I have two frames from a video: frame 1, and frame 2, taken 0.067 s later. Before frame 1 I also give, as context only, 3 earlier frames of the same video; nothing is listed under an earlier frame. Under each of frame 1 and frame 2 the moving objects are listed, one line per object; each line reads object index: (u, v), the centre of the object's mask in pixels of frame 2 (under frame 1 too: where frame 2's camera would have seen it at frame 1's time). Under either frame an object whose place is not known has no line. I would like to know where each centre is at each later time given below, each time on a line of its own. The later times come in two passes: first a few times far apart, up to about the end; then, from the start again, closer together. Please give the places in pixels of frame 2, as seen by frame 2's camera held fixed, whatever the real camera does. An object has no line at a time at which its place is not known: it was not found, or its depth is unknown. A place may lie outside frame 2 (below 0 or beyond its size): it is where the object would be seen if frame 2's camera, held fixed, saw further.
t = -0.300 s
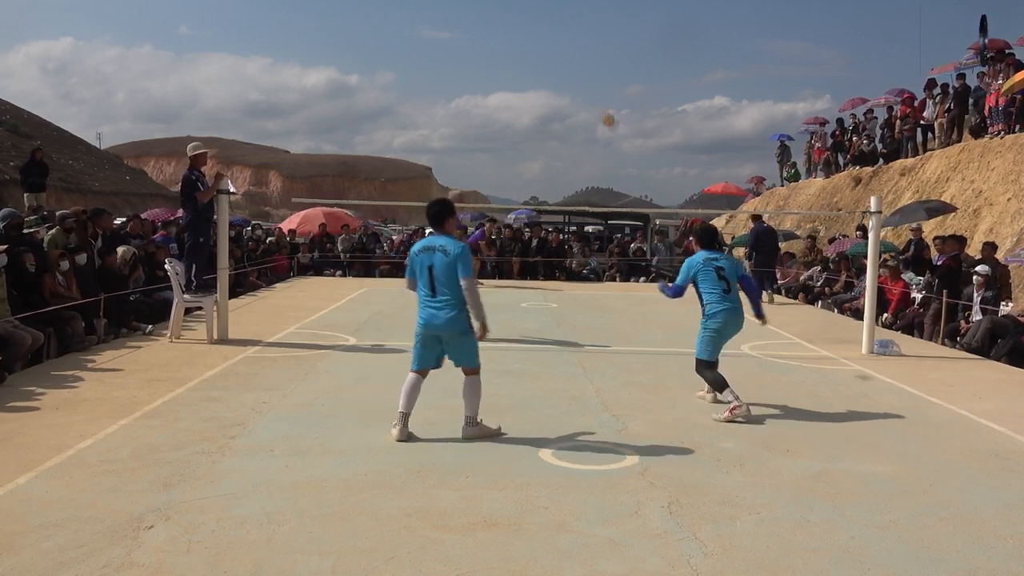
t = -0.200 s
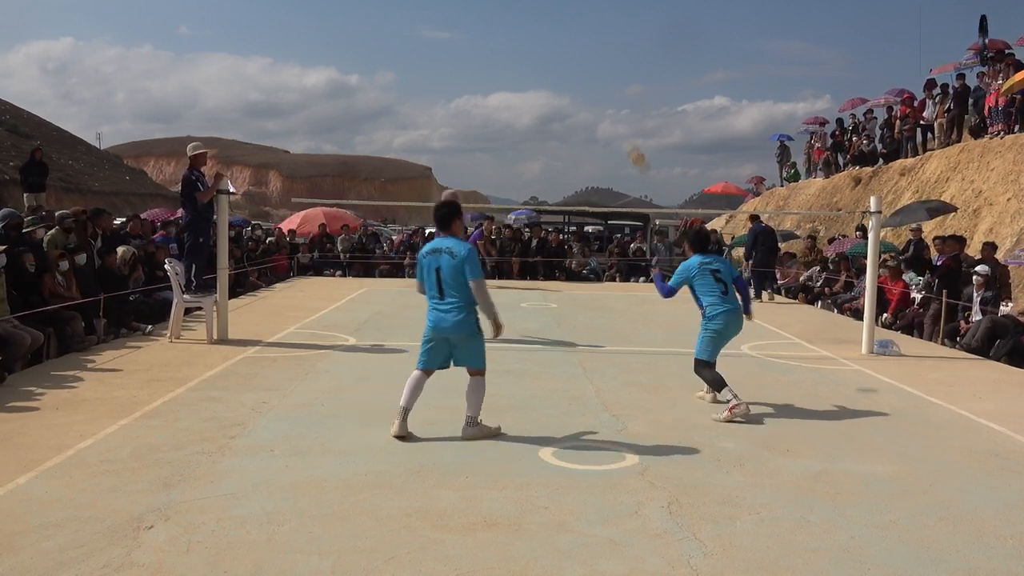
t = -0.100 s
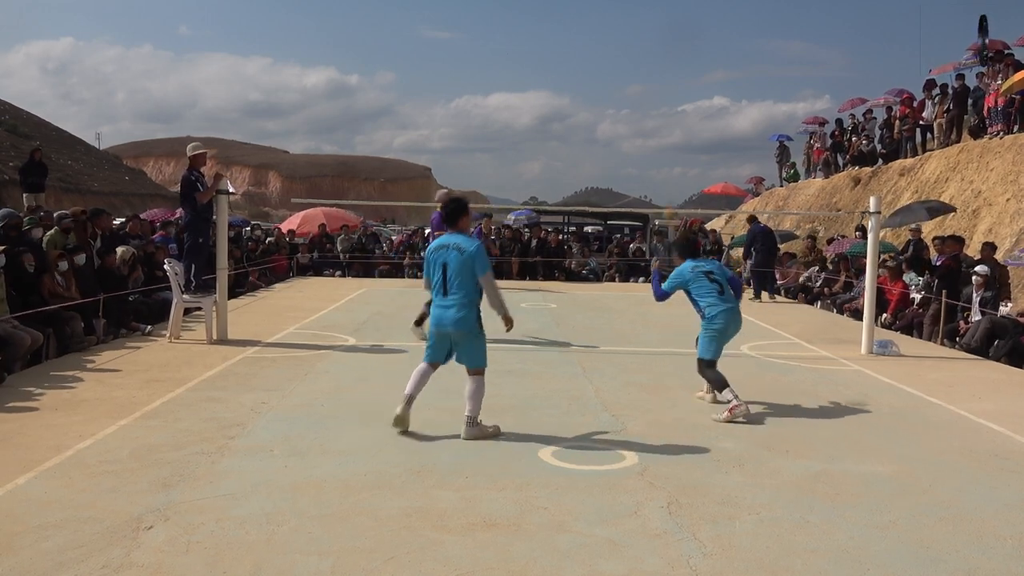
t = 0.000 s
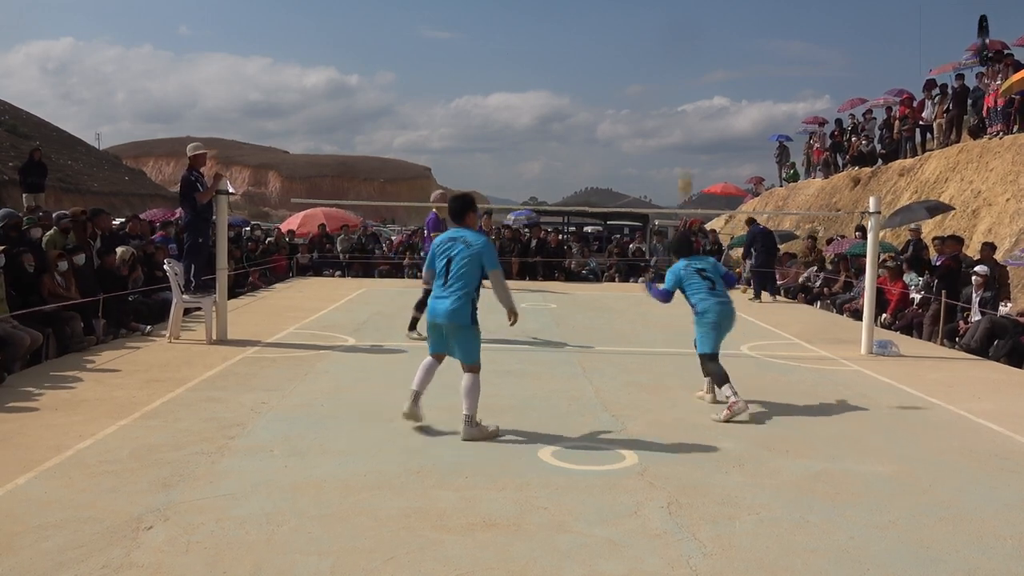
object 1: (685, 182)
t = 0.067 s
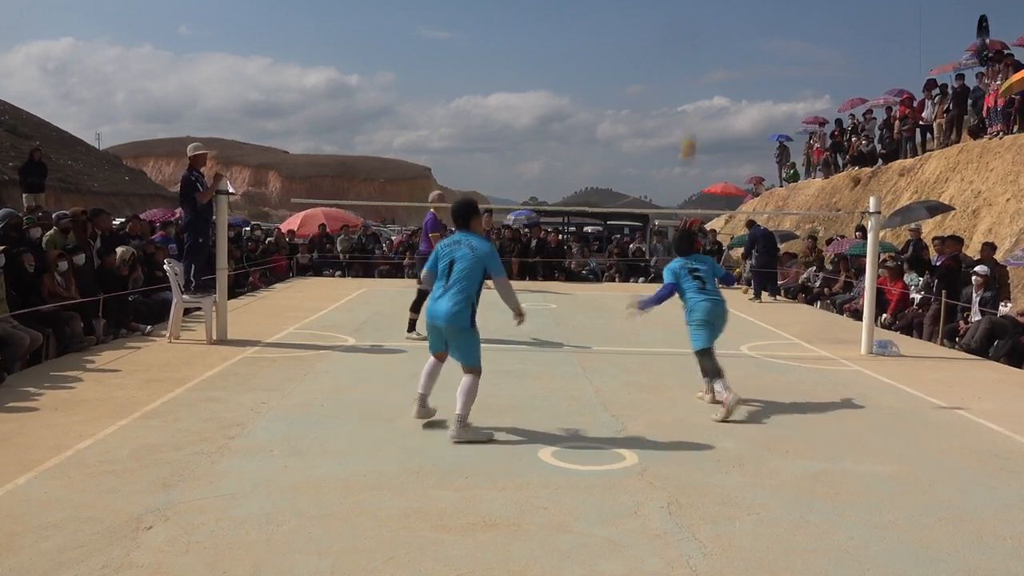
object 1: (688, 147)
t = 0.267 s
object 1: (695, 73)
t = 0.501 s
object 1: (701, 50)
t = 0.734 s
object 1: (701, 89)
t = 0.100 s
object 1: (690, 130)
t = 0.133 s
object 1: (691, 114)
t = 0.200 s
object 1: (694, 90)
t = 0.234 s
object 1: (695, 81)
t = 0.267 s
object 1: (695, 73)
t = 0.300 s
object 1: (697, 64)
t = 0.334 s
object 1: (698, 59)
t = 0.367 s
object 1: (698, 54)
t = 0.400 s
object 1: (699, 52)
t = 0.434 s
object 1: (700, 50)
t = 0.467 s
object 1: (700, 49)
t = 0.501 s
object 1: (701, 50)
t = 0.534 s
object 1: (701, 52)
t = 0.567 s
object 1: (701, 55)
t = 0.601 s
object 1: (701, 60)
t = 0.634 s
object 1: (701, 66)
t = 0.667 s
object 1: (701, 73)
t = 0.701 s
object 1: (701, 81)
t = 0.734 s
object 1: (701, 89)
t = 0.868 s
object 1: (701, 138)
